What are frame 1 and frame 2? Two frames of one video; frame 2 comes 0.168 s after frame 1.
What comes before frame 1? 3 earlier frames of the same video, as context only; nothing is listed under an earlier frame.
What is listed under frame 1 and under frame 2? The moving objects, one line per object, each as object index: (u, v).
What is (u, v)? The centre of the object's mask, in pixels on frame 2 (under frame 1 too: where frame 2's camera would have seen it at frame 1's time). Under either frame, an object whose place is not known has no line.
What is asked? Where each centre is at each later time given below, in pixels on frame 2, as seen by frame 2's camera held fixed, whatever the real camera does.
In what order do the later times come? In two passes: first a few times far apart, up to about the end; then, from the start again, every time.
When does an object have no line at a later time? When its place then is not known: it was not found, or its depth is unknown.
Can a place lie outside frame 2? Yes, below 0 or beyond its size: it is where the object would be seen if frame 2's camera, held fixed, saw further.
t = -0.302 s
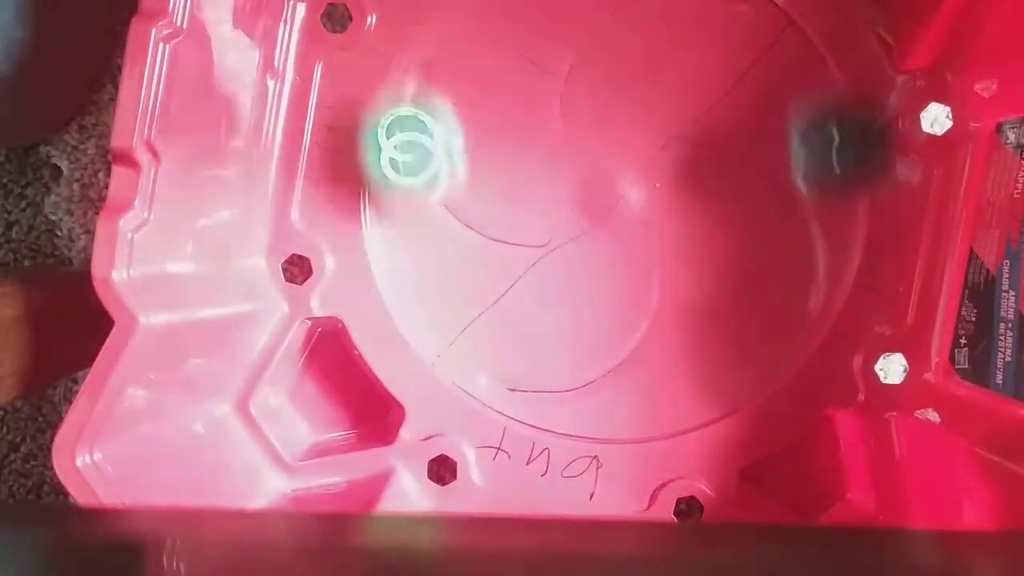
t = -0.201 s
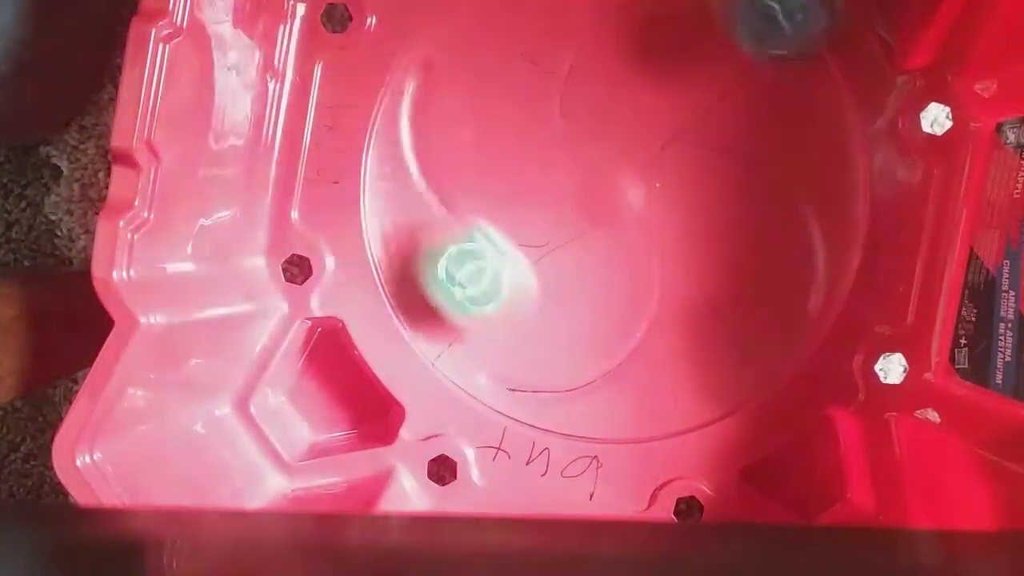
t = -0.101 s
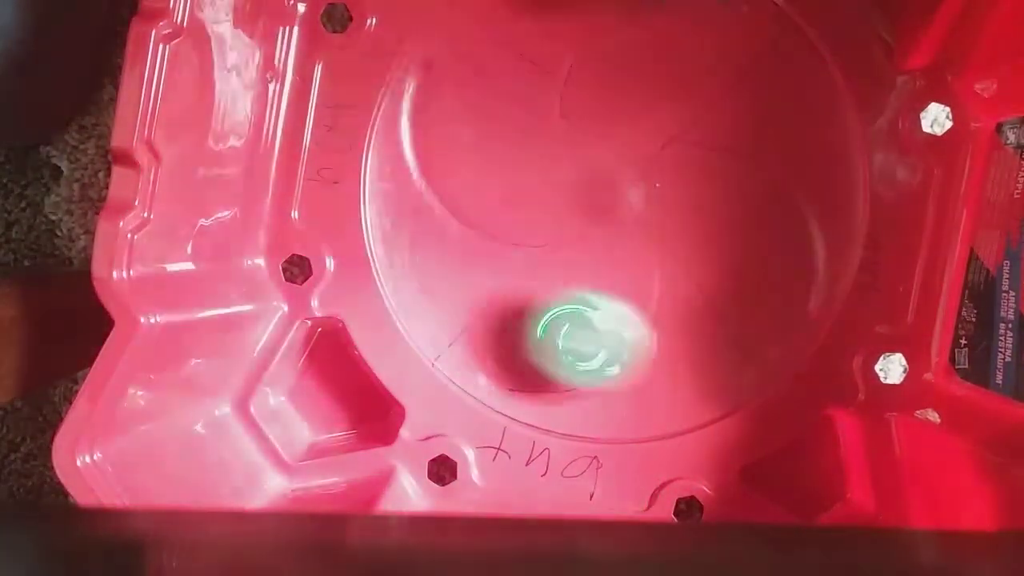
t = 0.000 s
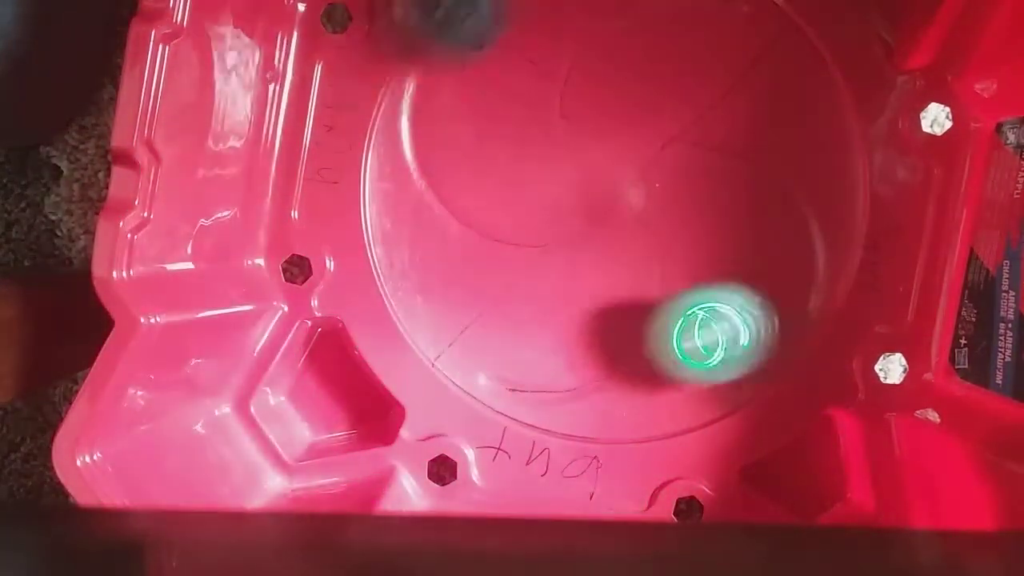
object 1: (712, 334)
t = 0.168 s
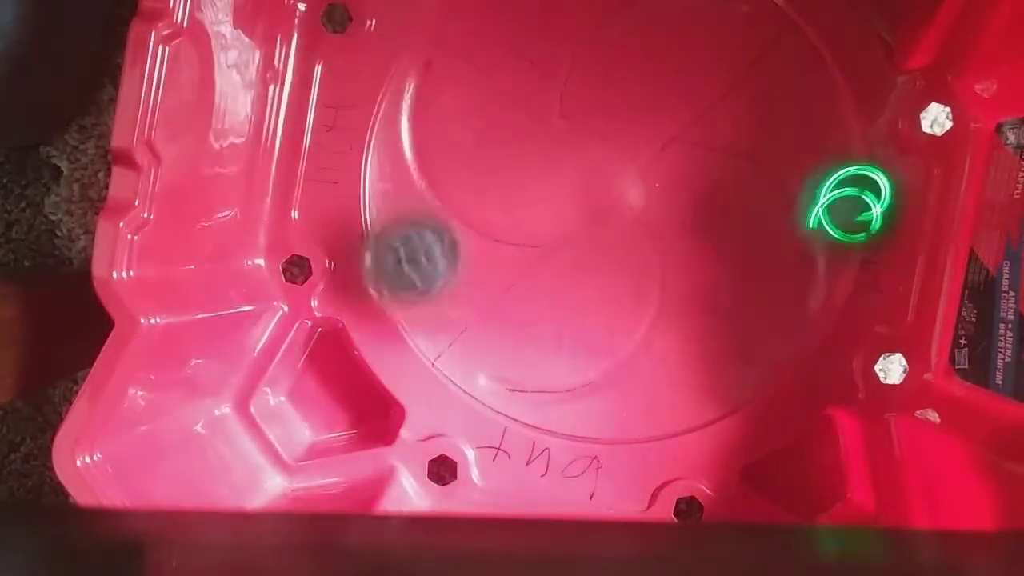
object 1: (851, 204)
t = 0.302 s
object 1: (817, 60)
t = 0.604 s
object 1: (512, 109)
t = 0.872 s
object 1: (611, 374)
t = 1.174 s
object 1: (829, 216)
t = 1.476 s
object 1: (578, 64)
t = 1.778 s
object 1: (460, 322)
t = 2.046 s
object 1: (694, 362)
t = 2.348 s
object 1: (726, 81)
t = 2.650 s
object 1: (455, 49)
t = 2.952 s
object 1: (533, 310)
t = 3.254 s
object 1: (785, 212)
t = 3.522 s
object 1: (731, 7)
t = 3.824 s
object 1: (524, 179)
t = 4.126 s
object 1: (708, 340)
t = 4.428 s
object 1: (790, 145)
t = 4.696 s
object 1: (567, 95)
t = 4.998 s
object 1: (491, 318)
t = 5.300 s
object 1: (709, 312)
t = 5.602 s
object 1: (690, 76)
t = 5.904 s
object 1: (464, 81)
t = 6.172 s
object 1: (525, 282)
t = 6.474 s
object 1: (759, 232)
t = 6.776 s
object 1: (725, 28)
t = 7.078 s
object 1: (483, 97)
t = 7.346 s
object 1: (499, 314)
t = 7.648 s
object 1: (713, 369)
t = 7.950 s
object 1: (745, 166)
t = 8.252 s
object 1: (567, 90)
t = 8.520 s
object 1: (550, 197)
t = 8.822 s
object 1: (697, 132)
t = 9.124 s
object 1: (618, 83)
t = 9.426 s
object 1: (659, 244)
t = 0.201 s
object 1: (857, 172)
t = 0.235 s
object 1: (859, 137)
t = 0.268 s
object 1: (842, 94)
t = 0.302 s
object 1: (817, 60)
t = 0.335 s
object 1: (796, 36)
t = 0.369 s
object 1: (768, 20)
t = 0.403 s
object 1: (725, 11)
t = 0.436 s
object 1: (684, 10)
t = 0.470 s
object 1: (629, 16)
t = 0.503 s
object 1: (593, 27)
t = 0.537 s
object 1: (559, 40)
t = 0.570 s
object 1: (536, 70)
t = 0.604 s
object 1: (512, 109)
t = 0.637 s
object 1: (497, 147)
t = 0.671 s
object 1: (495, 189)
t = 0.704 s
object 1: (498, 229)
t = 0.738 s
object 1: (507, 265)
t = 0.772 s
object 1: (525, 300)
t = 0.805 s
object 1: (544, 328)
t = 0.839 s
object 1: (577, 355)
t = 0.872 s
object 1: (611, 374)
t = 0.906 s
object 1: (645, 382)
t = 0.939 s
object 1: (680, 383)
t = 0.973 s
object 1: (715, 377)
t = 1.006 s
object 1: (746, 365)
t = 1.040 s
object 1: (771, 349)
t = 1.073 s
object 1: (793, 323)
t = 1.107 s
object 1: (820, 293)
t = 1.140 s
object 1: (832, 247)
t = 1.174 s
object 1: (829, 216)
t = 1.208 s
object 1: (818, 174)
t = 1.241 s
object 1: (802, 142)
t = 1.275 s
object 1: (785, 113)
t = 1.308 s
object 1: (762, 93)
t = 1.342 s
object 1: (731, 76)
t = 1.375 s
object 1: (695, 64)
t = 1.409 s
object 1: (655, 57)
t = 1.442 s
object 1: (616, 58)
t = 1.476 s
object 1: (578, 64)
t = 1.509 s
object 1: (544, 77)
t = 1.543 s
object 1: (511, 97)
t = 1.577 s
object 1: (487, 120)
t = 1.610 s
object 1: (465, 151)
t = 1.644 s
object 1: (448, 184)
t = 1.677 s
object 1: (438, 218)
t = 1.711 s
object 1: (438, 254)
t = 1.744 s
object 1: (446, 290)
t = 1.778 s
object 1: (460, 322)
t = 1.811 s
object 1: (480, 347)
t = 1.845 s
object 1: (507, 374)
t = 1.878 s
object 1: (533, 392)
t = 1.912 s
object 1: (561, 403)
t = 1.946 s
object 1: (596, 402)
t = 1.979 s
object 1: (631, 395)
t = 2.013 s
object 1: (666, 382)
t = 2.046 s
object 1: (694, 362)
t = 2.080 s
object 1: (719, 337)
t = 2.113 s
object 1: (739, 307)
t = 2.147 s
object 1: (753, 275)
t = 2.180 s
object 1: (762, 240)
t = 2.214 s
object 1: (766, 206)
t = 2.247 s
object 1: (764, 171)
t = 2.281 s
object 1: (756, 139)
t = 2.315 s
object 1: (743, 108)
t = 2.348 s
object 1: (726, 81)
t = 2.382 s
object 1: (702, 53)
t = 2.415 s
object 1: (675, 38)
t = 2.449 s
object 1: (644, 29)
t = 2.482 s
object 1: (611, 22)
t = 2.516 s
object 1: (578, 20)
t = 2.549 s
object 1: (545, 19)
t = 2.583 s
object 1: (511, 23)
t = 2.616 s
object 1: (483, 29)
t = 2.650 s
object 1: (455, 49)
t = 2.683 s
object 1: (432, 77)
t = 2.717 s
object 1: (413, 103)
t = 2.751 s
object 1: (408, 139)
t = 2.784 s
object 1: (416, 179)
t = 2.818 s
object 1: (429, 217)
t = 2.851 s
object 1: (447, 246)
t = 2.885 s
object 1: (471, 272)
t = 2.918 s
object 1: (500, 294)
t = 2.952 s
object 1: (533, 310)
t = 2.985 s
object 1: (565, 320)
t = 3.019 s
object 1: (602, 324)
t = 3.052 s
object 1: (635, 321)
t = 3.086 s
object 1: (671, 313)
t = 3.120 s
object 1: (699, 300)
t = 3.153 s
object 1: (725, 284)
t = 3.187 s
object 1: (748, 263)
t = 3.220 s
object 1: (770, 237)
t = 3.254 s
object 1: (785, 212)
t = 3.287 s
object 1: (797, 181)
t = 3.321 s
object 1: (802, 153)
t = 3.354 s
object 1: (805, 121)
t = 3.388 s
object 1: (801, 87)
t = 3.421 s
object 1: (792, 60)
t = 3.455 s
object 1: (777, 35)
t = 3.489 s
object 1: (756, 18)
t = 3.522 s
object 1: (731, 7)
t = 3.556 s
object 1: (698, 2)
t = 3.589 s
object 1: (661, 4)
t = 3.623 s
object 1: (624, 12)
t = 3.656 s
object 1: (593, 27)
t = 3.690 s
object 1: (565, 54)
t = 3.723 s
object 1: (545, 83)
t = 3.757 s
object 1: (532, 113)
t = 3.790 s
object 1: (524, 146)
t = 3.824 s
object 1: (524, 179)
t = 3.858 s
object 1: (528, 213)
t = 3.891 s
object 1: (538, 245)
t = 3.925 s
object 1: (553, 272)
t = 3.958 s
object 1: (574, 297)
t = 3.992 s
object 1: (598, 317)
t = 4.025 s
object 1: (625, 331)
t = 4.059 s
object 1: (654, 342)
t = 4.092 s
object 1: (680, 344)
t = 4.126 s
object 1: (708, 340)
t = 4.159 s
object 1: (735, 332)
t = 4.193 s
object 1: (759, 318)
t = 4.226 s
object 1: (777, 298)
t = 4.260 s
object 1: (793, 273)
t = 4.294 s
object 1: (804, 248)
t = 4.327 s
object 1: (813, 223)
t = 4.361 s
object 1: (811, 196)
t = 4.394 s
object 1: (802, 170)
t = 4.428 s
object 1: (790, 145)
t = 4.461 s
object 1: (773, 123)
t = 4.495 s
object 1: (749, 104)
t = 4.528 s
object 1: (723, 90)
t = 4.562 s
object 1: (691, 80)
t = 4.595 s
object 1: (660, 76)
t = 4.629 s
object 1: (628, 78)
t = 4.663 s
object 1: (596, 84)
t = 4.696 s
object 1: (567, 95)
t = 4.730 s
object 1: (540, 109)
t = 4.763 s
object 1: (517, 129)
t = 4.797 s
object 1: (496, 153)
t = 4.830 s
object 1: (482, 180)
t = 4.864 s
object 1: (471, 210)
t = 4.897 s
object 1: (466, 236)
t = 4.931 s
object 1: (469, 262)
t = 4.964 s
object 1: (476, 289)
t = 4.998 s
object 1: (491, 318)
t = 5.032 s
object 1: (510, 341)
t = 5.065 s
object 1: (532, 357)
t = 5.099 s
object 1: (559, 369)
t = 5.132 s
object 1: (587, 374)
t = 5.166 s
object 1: (616, 374)
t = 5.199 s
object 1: (642, 367)
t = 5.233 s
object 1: (669, 352)
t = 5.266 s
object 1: (691, 334)
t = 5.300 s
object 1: (709, 312)
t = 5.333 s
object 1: (724, 287)
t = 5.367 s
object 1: (734, 260)
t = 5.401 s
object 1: (740, 231)
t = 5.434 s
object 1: (742, 202)
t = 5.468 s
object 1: (739, 174)
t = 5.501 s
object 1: (732, 146)
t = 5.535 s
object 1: (723, 122)
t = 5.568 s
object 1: (708, 99)
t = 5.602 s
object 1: (690, 76)
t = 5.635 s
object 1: (667, 57)
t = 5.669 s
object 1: (642, 43)
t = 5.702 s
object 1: (614, 32)
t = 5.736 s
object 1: (589, 25)
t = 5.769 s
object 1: (561, 26)
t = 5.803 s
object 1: (533, 32)
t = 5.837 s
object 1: (507, 45)
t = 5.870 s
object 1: (482, 62)
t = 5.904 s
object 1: (464, 81)
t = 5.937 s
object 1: (452, 109)
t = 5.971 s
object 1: (445, 137)
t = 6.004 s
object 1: (447, 168)
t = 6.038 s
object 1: (453, 197)
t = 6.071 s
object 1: (460, 222)
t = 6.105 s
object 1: (478, 245)
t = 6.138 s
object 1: (499, 266)
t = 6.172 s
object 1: (525, 282)
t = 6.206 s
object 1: (552, 294)
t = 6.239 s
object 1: (580, 301)
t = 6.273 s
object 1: (611, 304)
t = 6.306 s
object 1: (640, 302)
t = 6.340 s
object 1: (669, 296)
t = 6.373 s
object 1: (695, 285)
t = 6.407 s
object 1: (720, 270)
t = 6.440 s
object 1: (741, 253)
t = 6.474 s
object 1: (759, 232)
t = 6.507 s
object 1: (772, 210)
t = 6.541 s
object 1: (784, 185)
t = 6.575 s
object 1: (789, 160)
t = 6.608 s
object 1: (790, 135)
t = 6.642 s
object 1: (788, 111)
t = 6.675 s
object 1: (779, 83)
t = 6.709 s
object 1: (765, 61)
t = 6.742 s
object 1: (747, 43)
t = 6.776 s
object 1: (725, 28)
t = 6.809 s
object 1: (698, 21)
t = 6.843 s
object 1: (669, 19)
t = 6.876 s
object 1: (642, 22)
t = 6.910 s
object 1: (613, 27)
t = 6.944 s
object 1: (579, 30)
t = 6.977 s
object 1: (551, 39)
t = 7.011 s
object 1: (525, 54)
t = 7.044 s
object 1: (502, 75)
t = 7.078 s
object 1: (483, 97)
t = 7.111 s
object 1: (469, 123)
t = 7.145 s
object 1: (458, 153)
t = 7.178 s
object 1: (453, 181)
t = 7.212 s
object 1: (451, 210)
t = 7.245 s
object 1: (456, 239)
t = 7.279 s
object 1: (466, 266)
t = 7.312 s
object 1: (481, 291)
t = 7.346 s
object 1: (499, 314)
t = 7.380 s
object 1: (518, 335)
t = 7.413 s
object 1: (529, 355)
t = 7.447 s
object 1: (549, 376)
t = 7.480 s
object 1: (570, 393)
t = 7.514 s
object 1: (590, 401)
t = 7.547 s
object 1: (639, 403)
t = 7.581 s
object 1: (665, 397)
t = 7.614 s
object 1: (692, 385)
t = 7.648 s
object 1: (713, 369)
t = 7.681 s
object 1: (730, 350)
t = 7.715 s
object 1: (743, 328)
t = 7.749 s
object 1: (754, 304)
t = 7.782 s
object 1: (760, 278)
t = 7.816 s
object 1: (762, 251)
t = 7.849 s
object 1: (761, 224)
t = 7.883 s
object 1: (755, 199)
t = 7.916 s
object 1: (751, 182)
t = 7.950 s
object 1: (745, 166)
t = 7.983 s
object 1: (737, 147)
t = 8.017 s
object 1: (723, 128)
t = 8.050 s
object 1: (707, 112)
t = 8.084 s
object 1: (686, 99)
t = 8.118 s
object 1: (663, 90)
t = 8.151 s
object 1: (639, 83)
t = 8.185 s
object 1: (615, 81)
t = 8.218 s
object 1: (591, 84)
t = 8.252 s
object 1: (567, 90)
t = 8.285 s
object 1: (545, 99)
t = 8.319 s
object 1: (526, 112)
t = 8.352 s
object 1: (519, 124)
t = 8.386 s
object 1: (514, 138)
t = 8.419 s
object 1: (513, 157)
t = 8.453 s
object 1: (519, 177)
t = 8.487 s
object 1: (533, 189)
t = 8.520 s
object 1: (550, 197)
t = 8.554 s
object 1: (569, 201)
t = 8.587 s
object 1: (587, 199)
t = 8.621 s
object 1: (603, 192)
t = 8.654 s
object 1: (620, 181)
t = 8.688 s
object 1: (639, 174)
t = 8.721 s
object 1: (660, 169)
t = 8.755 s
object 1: (676, 160)
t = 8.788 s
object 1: (689, 146)
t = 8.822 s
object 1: (697, 132)
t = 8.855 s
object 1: (702, 116)
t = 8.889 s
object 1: (703, 98)
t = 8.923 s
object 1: (698, 82)
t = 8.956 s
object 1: (690, 70)
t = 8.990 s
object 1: (679, 62)
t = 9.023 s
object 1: (663, 59)
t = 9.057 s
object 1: (646, 62)
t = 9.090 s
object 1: (632, 70)
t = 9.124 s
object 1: (618, 83)
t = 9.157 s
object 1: (608, 102)
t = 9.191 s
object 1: (601, 123)
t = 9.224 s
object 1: (600, 143)
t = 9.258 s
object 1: (603, 162)
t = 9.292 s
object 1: (612, 177)
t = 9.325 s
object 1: (626, 191)
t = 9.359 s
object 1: (637, 208)
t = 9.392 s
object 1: (647, 229)
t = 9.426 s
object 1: (659, 244)
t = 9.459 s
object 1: (674, 252)
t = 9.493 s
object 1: (692, 257)
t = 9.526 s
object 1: (710, 257)
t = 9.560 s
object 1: (726, 253)
